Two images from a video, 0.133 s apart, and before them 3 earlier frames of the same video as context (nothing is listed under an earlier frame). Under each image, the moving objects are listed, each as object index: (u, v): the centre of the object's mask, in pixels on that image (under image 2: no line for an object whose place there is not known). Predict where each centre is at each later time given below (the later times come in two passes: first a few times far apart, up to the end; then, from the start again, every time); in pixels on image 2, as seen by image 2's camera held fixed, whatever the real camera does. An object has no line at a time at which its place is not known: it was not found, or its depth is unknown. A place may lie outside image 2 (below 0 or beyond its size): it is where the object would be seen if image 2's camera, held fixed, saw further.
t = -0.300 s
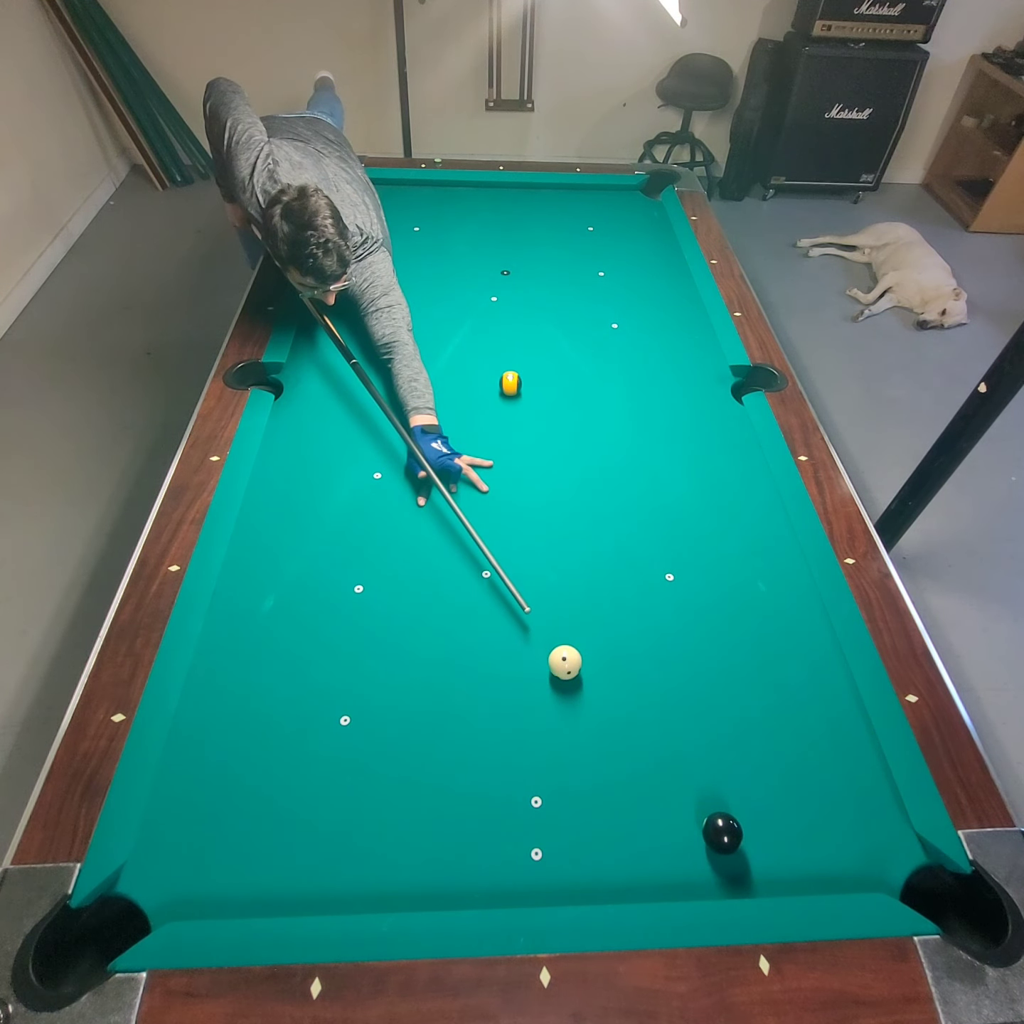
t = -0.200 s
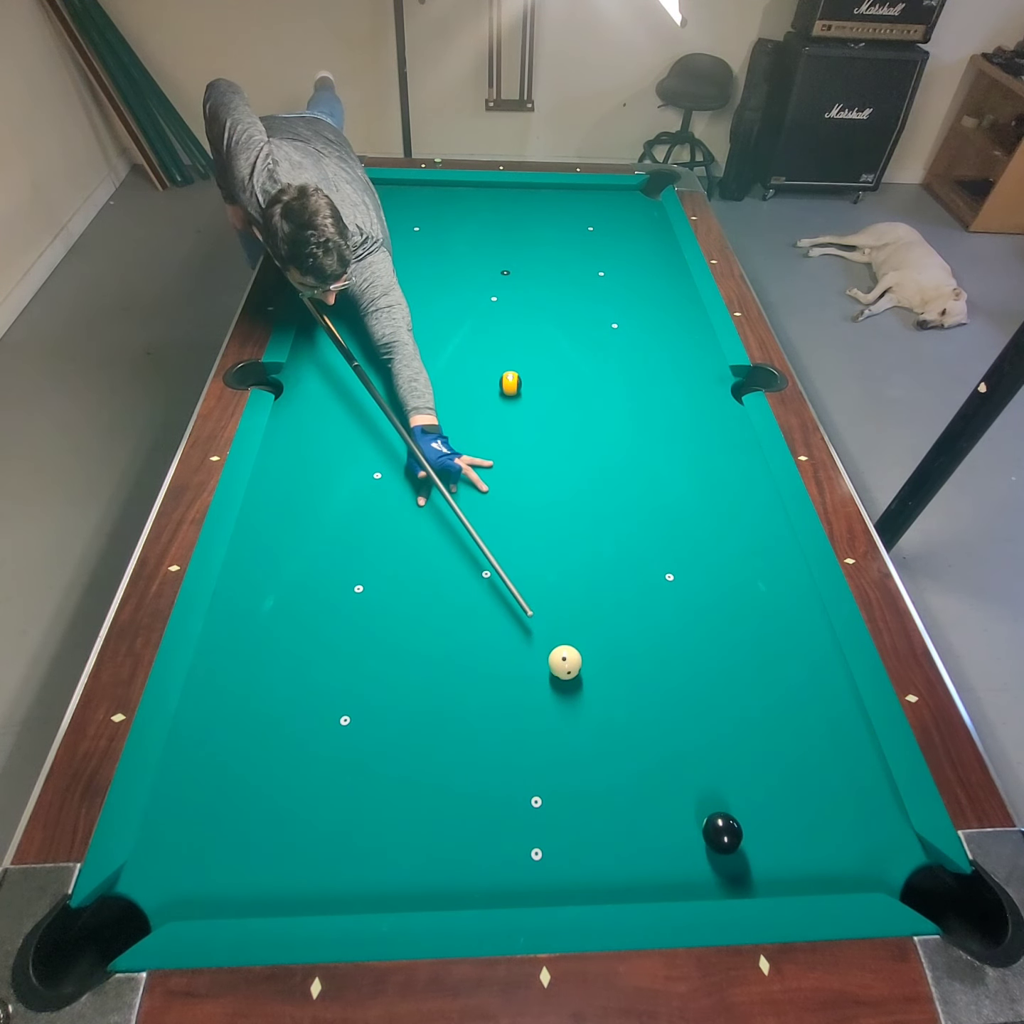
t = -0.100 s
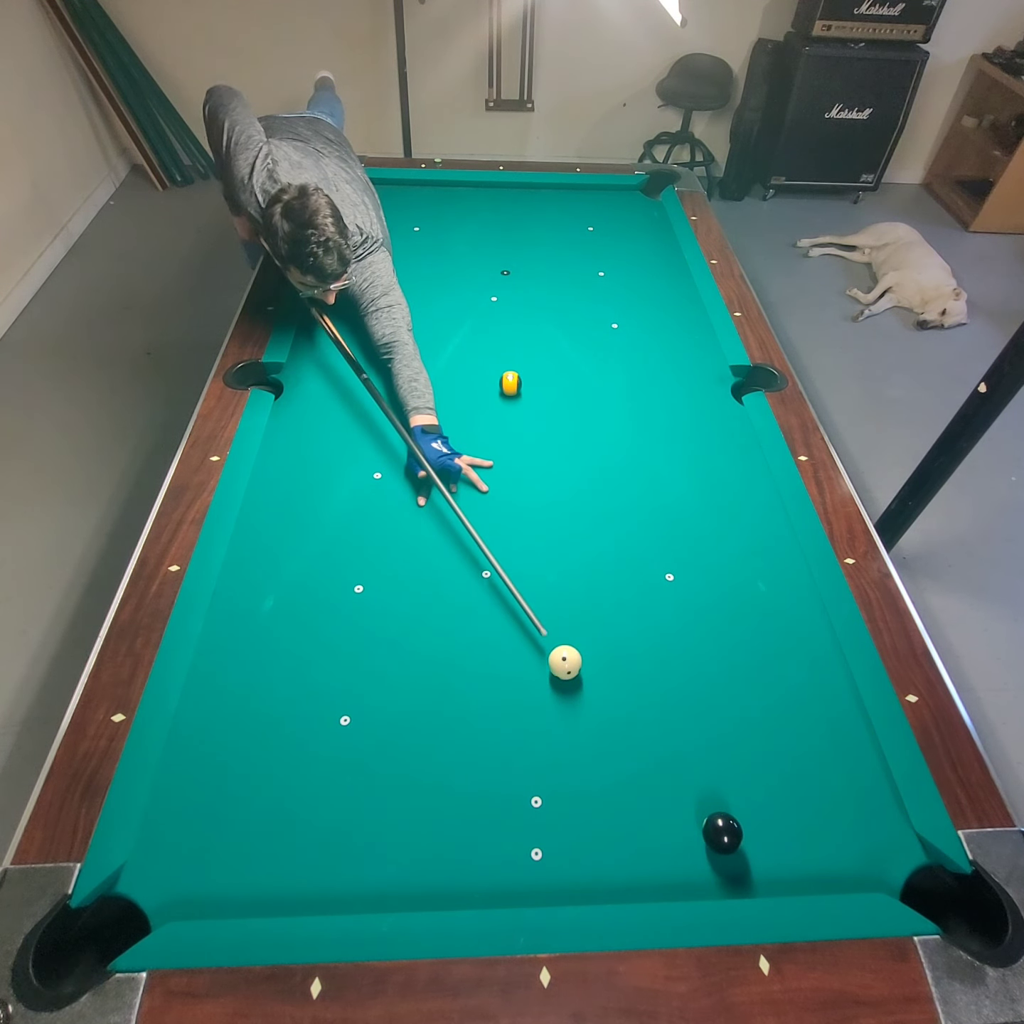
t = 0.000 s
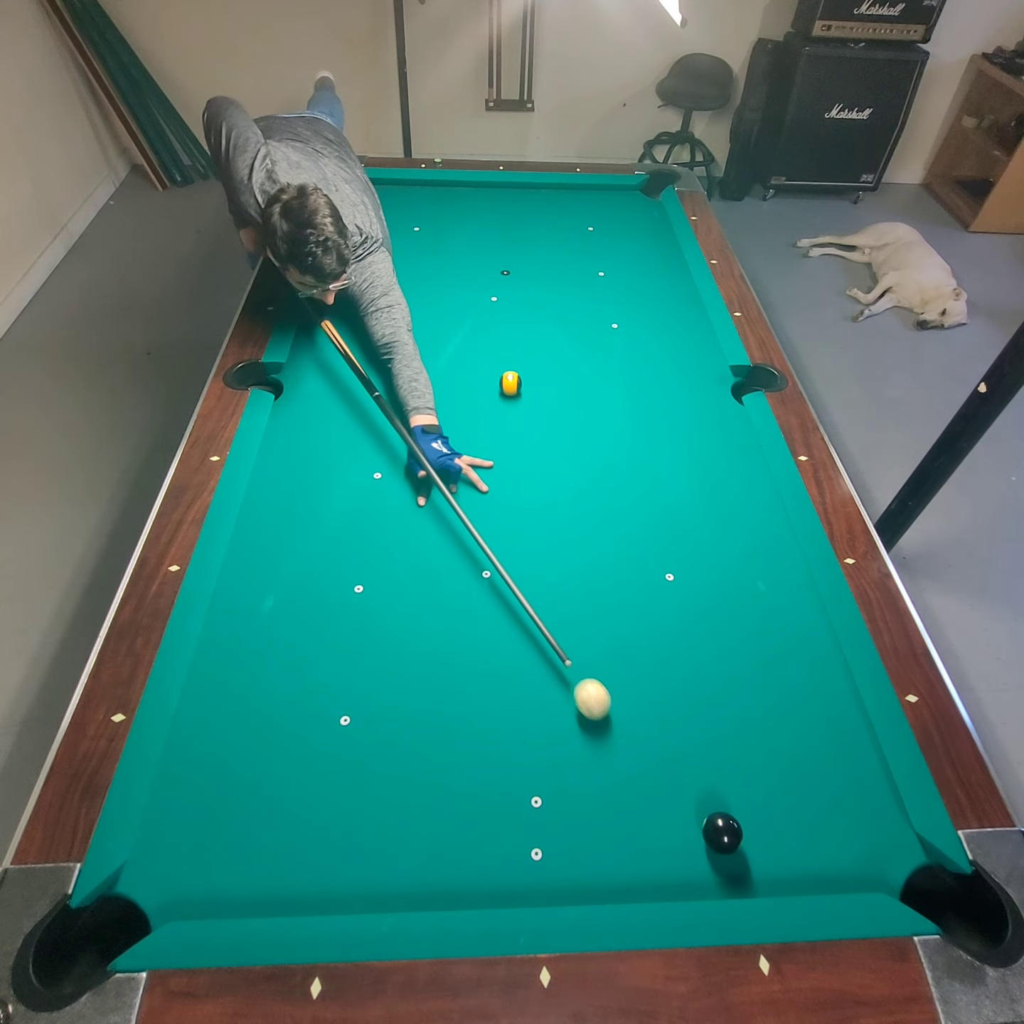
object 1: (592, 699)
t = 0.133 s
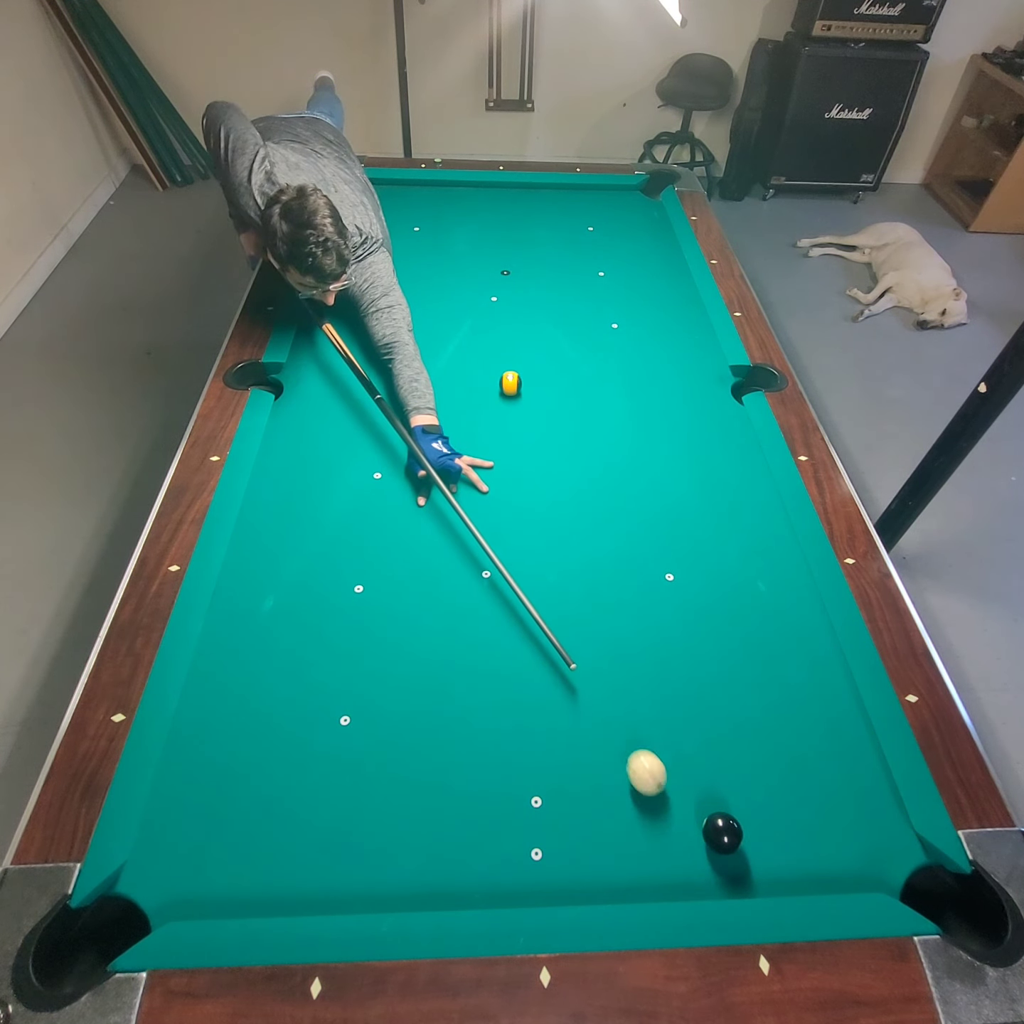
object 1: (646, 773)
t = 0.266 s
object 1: (684, 849)
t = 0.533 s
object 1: (662, 814)
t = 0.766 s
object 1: (637, 752)
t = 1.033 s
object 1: (613, 692)
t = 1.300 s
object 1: (593, 641)
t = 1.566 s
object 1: (576, 598)
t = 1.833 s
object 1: (562, 561)
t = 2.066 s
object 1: (551, 533)
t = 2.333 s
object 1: (540, 504)
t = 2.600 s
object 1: (530, 480)
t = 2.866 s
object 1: (522, 458)
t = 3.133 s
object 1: (514, 439)
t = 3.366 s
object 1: (508, 425)
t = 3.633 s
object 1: (503, 412)
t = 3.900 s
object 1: (497, 400)
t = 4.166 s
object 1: (492, 392)
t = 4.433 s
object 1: (486, 387)
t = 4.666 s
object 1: (482, 384)
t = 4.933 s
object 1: (479, 382)
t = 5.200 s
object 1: (478, 381)
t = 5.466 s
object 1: (478, 381)
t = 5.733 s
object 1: (478, 381)
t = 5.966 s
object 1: (478, 381)
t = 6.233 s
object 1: (478, 381)
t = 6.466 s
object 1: (478, 381)
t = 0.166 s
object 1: (661, 792)
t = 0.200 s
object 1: (676, 813)
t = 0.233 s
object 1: (683, 831)
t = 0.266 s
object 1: (684, 849)
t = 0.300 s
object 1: (686, 867)
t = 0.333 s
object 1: (688, 878)
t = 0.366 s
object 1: (683, 866)
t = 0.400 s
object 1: (678, 855)
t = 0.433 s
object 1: (674, 844)
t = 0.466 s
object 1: (670, 834)
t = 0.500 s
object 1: (666, 824)
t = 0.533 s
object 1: (662, 814)
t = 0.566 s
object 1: (658, 805)
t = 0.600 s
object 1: (654, 795)
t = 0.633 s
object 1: (651, 786)
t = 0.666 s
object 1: (647, 777)
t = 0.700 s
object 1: (644, 769)
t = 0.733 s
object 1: (640, 760)
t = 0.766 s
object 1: (637, 752)
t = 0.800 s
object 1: (634, 744)
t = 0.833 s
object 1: (631, 736)
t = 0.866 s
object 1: (627, 728)
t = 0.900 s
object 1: (624, 720)
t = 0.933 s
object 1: (621, 713)
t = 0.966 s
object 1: (619, 706)
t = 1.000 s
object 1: (616, 699)
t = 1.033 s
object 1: (613, 692)
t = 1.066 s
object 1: (610, 685)
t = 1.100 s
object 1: (608, 678)
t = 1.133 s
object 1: (605, 672)
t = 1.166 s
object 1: (603, 665)
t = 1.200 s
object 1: (600, 659)
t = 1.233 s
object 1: (598, 653)
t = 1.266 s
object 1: (595, 647)
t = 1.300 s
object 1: (593, 641)
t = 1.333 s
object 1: (591, 635)
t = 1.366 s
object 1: (588, 630)
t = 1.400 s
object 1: (586, 624)
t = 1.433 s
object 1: (584, 619)
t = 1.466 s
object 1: (582, 614)
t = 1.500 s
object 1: (580, 608)
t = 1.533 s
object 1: (578, 603)
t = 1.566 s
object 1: (576, 598)
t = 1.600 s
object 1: (574, 593)
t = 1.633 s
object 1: (572, 588)
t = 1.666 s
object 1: (570, 584)
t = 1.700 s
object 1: (569, 579)
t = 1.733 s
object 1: (567, 574)
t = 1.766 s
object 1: (565, 570)
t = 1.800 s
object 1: (563, 565)
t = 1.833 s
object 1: (562, 561)
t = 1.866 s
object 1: (560, 557)
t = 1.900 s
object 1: (558, 552)
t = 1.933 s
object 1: (557, 548)
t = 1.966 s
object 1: (555, 544)
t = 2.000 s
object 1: (554, 540)
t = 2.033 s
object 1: (552, 536)
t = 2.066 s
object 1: (551, 533)
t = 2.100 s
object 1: (549, 529)
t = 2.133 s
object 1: (548, 525)
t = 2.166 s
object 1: (546, 521)
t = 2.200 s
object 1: (545, 517)
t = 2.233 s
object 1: (544, 514)
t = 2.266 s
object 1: (542, 511)
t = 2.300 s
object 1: (541, 507)
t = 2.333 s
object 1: (540, 504)
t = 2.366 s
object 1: (538, 501)
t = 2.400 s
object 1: (537, 498)
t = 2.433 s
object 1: (536, 495)
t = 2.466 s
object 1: (534, 491)
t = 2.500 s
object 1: (534, 488)
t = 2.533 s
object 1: (532, 485)
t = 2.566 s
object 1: (531, 482)
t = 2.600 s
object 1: (530, 480)
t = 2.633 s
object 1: (529, 477)
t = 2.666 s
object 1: (528, 474)
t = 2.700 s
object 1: (527, 471)
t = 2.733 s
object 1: (526, 468)
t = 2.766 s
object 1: (524, 466)
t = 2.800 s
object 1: (524, 463)
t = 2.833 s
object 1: (522, 460)
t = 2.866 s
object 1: (522, 458)
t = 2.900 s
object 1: (520, 455)
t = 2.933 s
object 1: (520, 453)
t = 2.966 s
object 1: (519, 451)
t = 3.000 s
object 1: (518, 449)
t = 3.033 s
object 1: (517, 446)
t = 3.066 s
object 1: (516, 444)
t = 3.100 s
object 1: (515, 442)
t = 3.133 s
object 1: (514, 439)
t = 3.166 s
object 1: (513, 437)
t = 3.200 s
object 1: (512, 435)
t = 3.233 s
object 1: (512, 433)
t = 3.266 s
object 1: (511, 431)
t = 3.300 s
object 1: (510, 429)
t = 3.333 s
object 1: (509, 427)
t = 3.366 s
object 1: (508, 425)
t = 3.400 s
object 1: (508, 424)
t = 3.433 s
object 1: (507, 422)
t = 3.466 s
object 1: (506, 420)
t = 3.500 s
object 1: (505, 418)
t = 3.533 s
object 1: (504, 417)
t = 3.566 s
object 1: (504, 415)
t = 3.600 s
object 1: (503, 413)
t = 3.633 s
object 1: (503, 412)
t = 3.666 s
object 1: (502, 410)
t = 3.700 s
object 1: (501, 409)
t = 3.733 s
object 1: (501, 407)
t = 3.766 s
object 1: (500, 406)
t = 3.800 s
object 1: (499, 404)
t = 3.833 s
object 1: (499, 403)
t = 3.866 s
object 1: (498, 401)
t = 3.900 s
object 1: (497, 400)
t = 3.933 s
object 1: (497, 399)
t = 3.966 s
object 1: (496, 397)
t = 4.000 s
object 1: (496, 396)
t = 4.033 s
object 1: (495, 395)
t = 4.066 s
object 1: (494, 394)
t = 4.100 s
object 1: (493, 393)
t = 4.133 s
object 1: (492, 393)
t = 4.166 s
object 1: (492, 392)
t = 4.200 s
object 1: (491, 391)
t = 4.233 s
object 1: (490, 390)
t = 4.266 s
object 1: (489, 390)
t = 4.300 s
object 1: (489, 389)
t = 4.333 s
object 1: (488, 389)
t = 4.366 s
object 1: (487, 388)
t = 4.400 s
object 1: (486, 388)
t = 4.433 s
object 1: (486, 387)
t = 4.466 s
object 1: (485, 387)
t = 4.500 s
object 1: (484, 386)
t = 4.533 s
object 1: (484, 386)
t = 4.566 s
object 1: (483, 385)
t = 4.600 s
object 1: (483, 385)
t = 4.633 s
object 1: (482, 385)
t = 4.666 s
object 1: (482, 384)
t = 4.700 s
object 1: (481, 384)
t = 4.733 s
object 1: (481, 384)
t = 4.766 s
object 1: (481, 383)
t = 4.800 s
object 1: (480, 383)
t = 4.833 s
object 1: (480, 383)
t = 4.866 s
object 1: (480, 382)
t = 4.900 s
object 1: (479, 382)
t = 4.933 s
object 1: (479, 382)
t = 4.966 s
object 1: (479, 382)
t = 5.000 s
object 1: (479, 382)
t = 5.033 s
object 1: (479, 382)
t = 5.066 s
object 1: (479, 382)
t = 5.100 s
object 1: (478, 381)
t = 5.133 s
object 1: (478, 381)
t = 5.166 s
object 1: (478, 381)
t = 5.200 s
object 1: (478, 381)
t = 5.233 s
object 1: (478, 381)
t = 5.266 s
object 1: (478, 381)
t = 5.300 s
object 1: (478, 381)
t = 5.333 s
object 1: (478, 381)
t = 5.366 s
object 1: (478, 381)
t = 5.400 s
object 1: (478, 381)
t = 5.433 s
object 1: (478, 381)
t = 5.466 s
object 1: (478, 381)
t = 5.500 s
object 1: (478, 381)
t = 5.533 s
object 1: (478, 381)
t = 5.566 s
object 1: (478, 381)
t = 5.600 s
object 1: (478, 381)
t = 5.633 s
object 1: (478, 381)
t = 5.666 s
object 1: (478, 381)
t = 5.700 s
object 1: (478, 381)
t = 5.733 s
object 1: (478, 381)
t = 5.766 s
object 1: (478, 381)
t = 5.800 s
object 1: (478, 381)
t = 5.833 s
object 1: (478, 381)
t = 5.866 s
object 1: (478, 381)
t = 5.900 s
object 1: (478, 381)
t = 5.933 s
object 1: (478, 381)
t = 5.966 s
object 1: (478, 381)
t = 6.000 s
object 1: (478, 381)
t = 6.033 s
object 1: (478, 381)
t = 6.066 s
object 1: (478, 381)
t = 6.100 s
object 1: (478, 381)
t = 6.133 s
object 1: (478, 381)
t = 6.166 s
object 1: (478, 381)
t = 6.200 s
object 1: (478, 381)
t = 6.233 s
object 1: (478, 381)
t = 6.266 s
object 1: (478, 381)
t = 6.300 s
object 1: (478, 381)
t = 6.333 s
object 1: (478, 381)
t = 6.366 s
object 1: (478, 381)
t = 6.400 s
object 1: (478, 381)
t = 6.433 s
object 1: (478, 381)
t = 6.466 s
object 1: (478, 381)
